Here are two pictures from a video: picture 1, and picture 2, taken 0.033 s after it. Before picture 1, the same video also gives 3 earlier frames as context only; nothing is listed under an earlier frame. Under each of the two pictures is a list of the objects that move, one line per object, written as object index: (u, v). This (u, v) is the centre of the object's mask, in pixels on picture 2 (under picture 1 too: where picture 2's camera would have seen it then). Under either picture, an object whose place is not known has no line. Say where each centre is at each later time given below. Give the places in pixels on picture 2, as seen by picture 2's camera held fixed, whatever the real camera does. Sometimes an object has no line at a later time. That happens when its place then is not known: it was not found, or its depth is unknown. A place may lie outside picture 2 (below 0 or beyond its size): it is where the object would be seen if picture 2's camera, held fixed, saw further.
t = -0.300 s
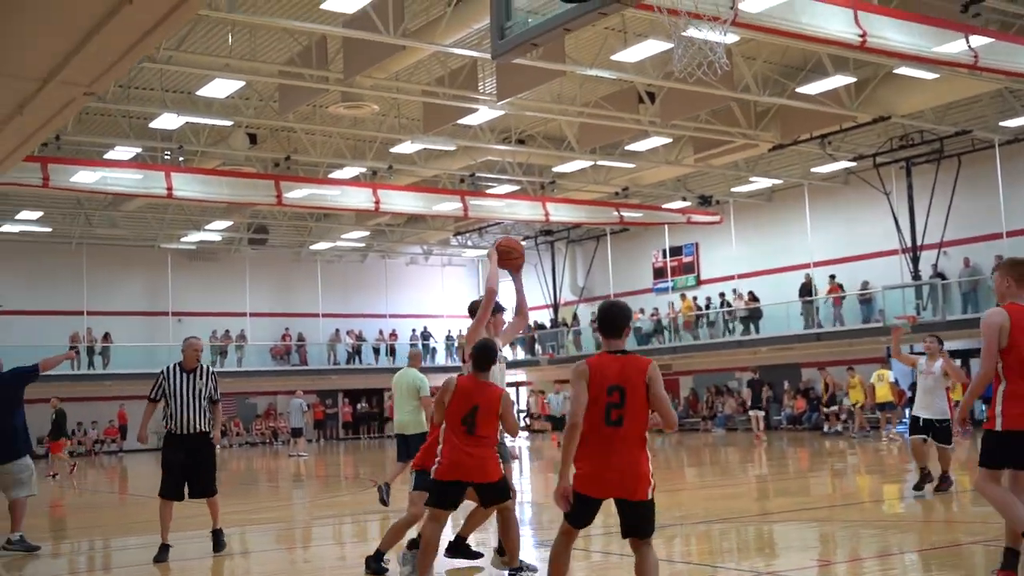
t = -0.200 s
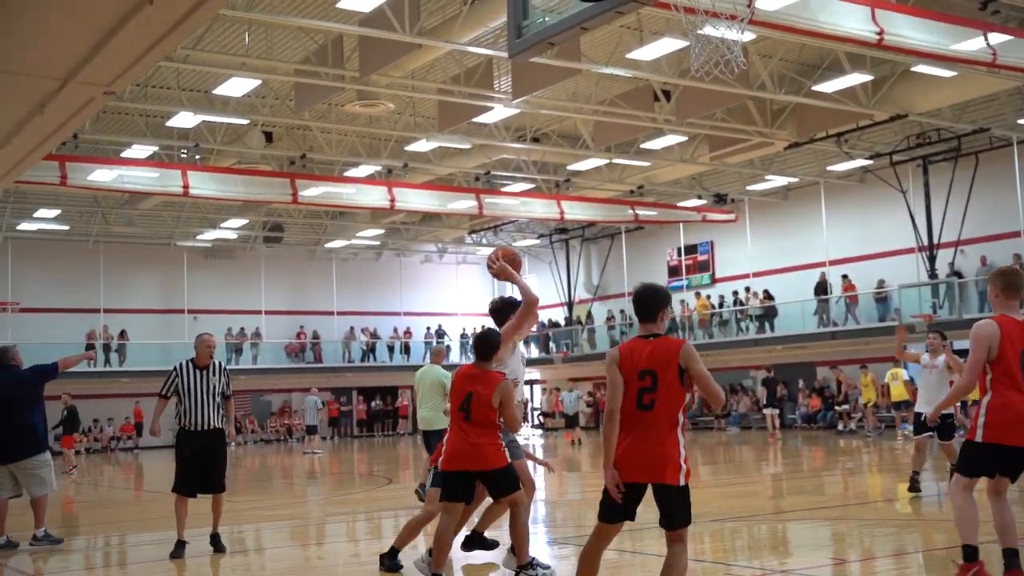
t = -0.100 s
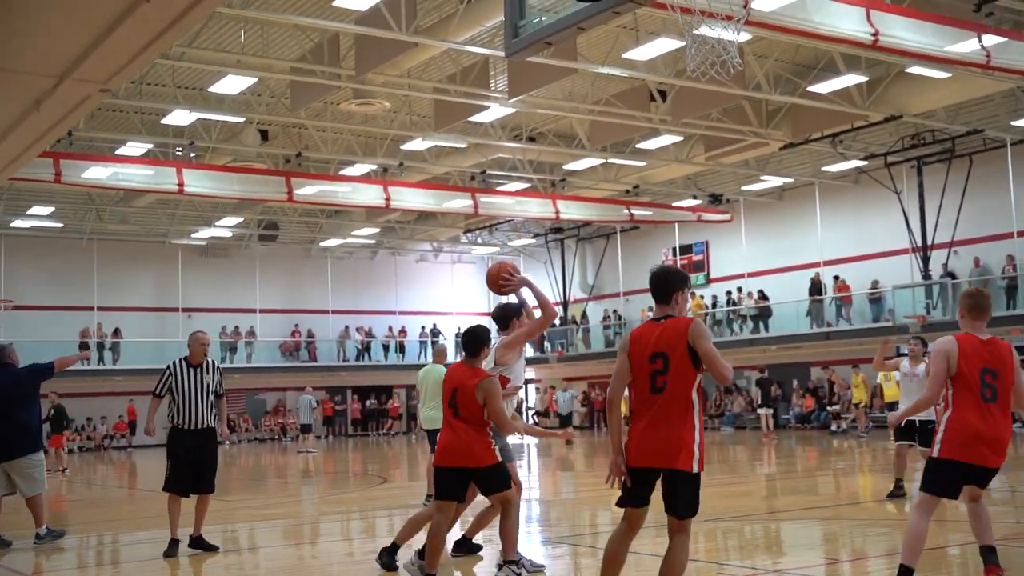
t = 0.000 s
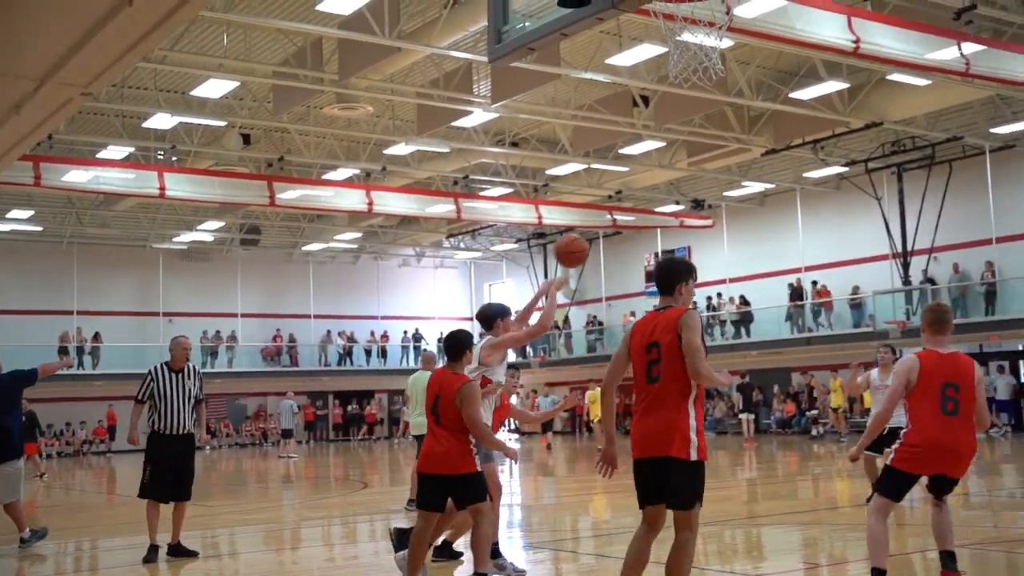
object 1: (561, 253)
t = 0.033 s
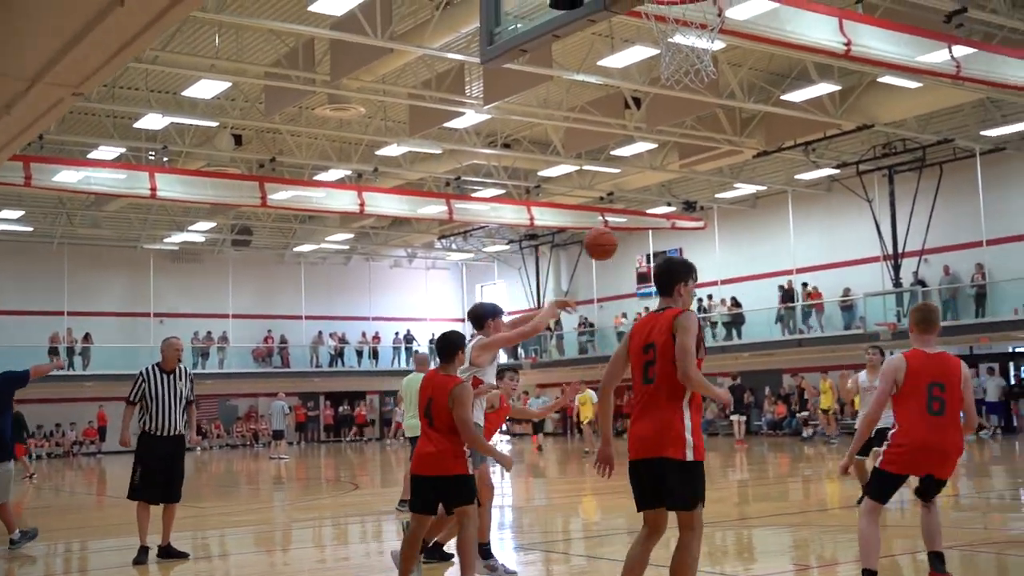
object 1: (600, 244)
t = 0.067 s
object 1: (640, 238)
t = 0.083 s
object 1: (663, 236)
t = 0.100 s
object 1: (684, 235)
